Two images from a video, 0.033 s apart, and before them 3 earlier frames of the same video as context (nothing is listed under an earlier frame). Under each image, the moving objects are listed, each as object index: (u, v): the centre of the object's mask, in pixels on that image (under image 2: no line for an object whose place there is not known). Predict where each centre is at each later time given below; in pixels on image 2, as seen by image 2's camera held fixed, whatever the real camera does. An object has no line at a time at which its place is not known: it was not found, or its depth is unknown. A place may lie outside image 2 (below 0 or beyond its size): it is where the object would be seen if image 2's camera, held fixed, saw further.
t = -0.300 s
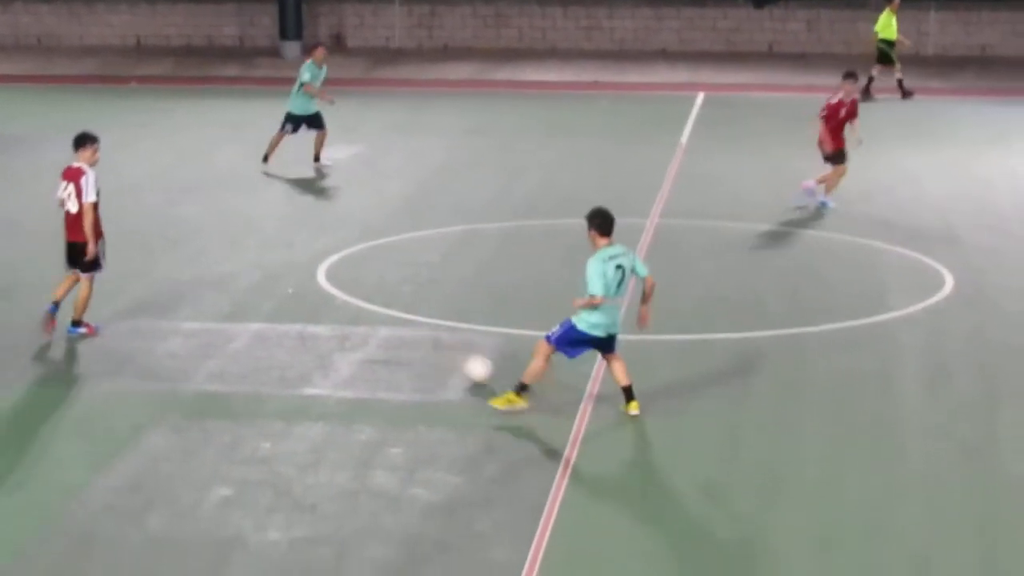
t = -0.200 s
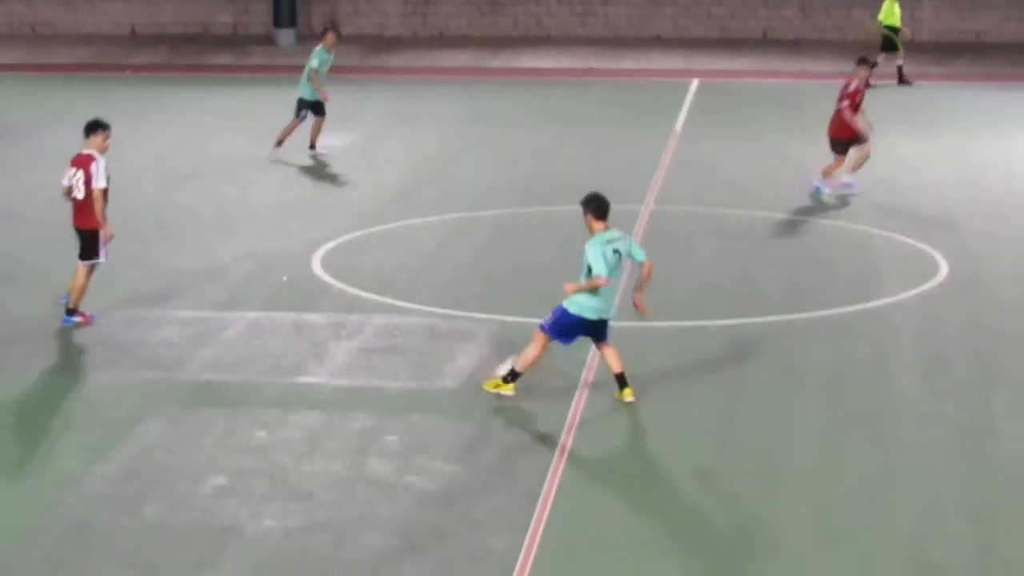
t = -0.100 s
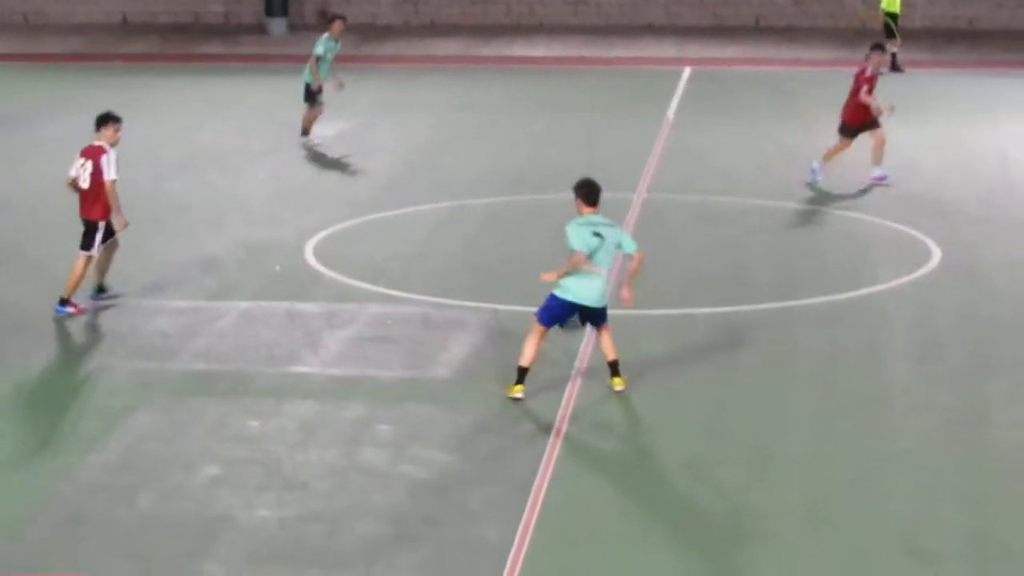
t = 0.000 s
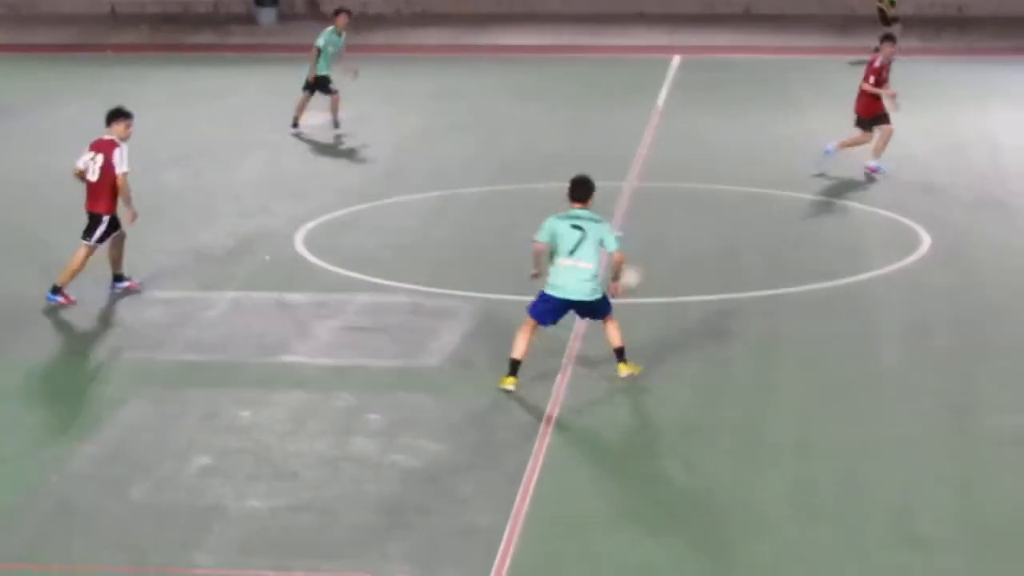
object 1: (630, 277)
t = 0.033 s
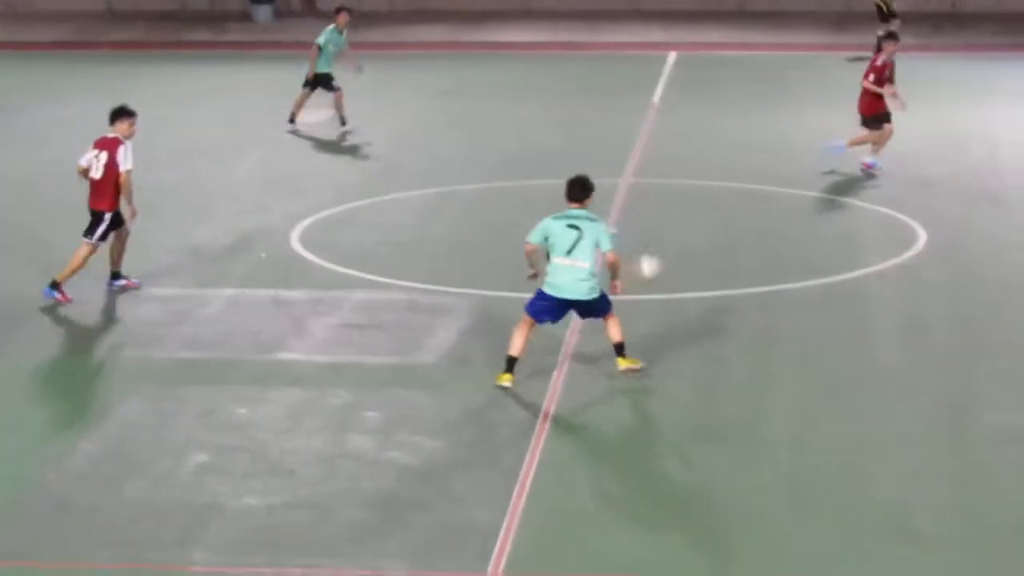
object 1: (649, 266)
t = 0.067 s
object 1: (665, 263)
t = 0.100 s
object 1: (686, 259)
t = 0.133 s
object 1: (707, 258)
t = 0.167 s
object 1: (728, 256)
